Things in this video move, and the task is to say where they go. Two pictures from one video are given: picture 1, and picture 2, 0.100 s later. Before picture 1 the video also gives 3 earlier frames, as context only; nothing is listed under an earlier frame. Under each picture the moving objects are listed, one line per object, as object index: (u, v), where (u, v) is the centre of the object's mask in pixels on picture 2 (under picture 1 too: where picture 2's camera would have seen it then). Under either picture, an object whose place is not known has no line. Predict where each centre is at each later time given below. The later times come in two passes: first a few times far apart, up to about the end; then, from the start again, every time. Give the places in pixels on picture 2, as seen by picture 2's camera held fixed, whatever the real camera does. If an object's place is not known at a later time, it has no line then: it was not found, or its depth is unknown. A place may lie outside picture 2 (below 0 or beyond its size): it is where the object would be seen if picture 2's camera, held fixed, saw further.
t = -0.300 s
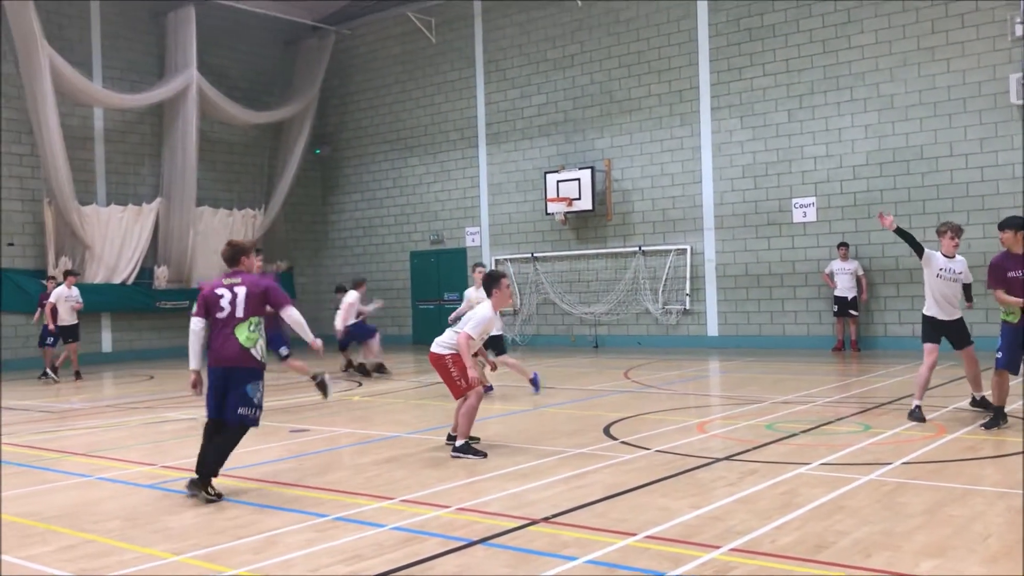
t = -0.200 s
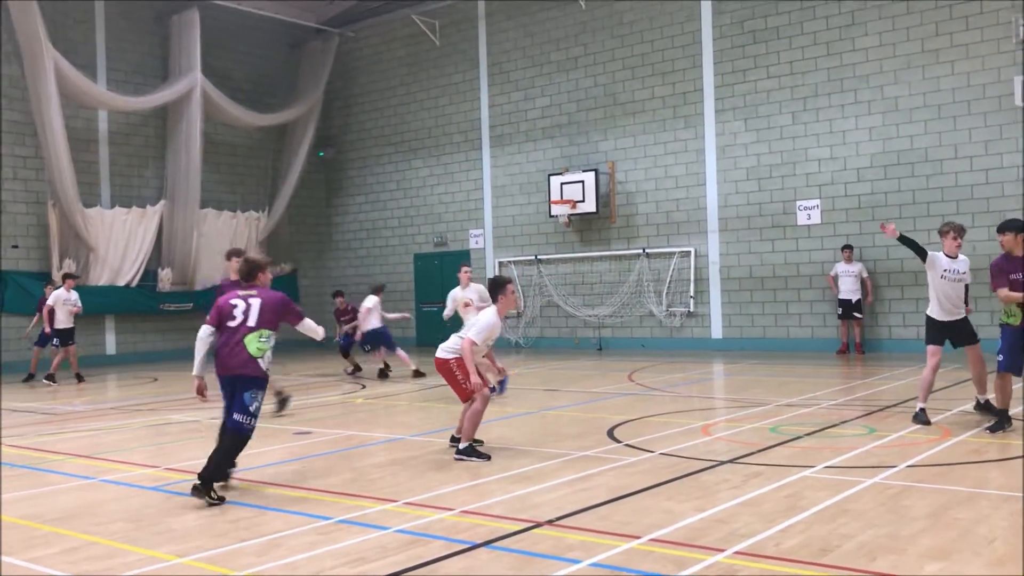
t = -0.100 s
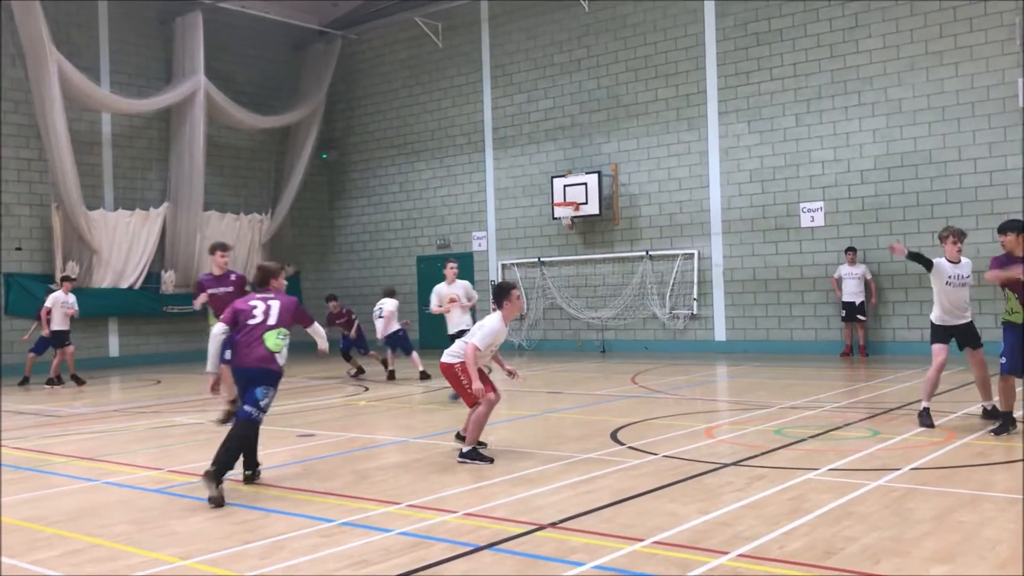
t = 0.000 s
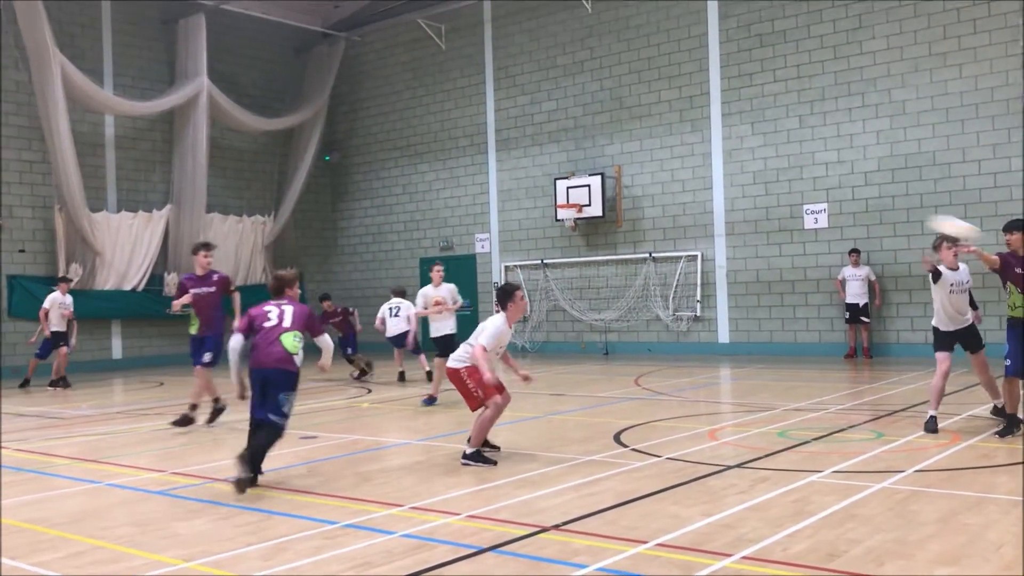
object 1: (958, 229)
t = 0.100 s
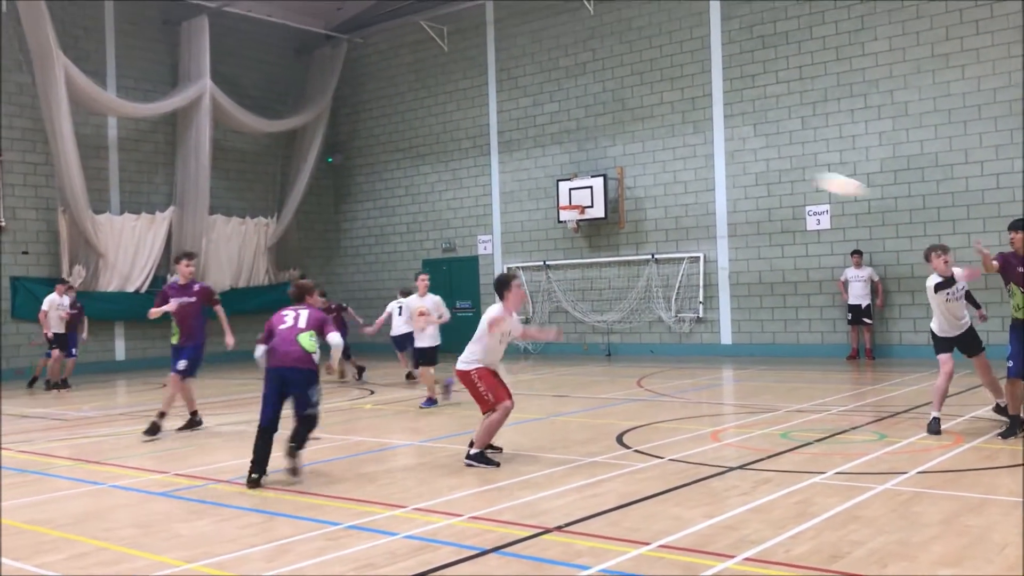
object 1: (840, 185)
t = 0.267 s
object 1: (657, 137)
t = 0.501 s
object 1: (428, 106)
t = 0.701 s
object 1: (265, 104)
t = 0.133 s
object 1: (803, 173)
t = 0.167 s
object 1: (765, 162)
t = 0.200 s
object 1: (728, 153)
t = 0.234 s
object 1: (692, 144)
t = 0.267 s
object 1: (657, 137)
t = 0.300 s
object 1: (621, 130)
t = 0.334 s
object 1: (587, 125)
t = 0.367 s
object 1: (553, 120)
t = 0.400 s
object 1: (521, 116)
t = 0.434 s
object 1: (489, 112)
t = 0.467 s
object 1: (459, 109)
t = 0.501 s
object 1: (428, 106)
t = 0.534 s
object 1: (399, 104)
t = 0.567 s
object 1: (371, 103)
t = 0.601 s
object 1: (343, 102)
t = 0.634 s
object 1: (316, 102)
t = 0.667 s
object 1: (290, 103)
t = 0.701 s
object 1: (265, 104)
